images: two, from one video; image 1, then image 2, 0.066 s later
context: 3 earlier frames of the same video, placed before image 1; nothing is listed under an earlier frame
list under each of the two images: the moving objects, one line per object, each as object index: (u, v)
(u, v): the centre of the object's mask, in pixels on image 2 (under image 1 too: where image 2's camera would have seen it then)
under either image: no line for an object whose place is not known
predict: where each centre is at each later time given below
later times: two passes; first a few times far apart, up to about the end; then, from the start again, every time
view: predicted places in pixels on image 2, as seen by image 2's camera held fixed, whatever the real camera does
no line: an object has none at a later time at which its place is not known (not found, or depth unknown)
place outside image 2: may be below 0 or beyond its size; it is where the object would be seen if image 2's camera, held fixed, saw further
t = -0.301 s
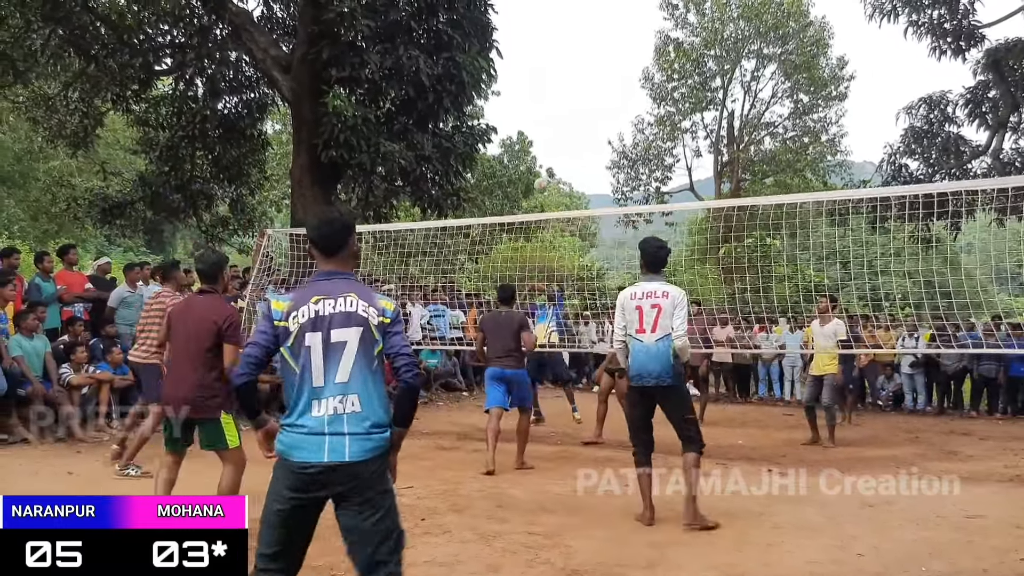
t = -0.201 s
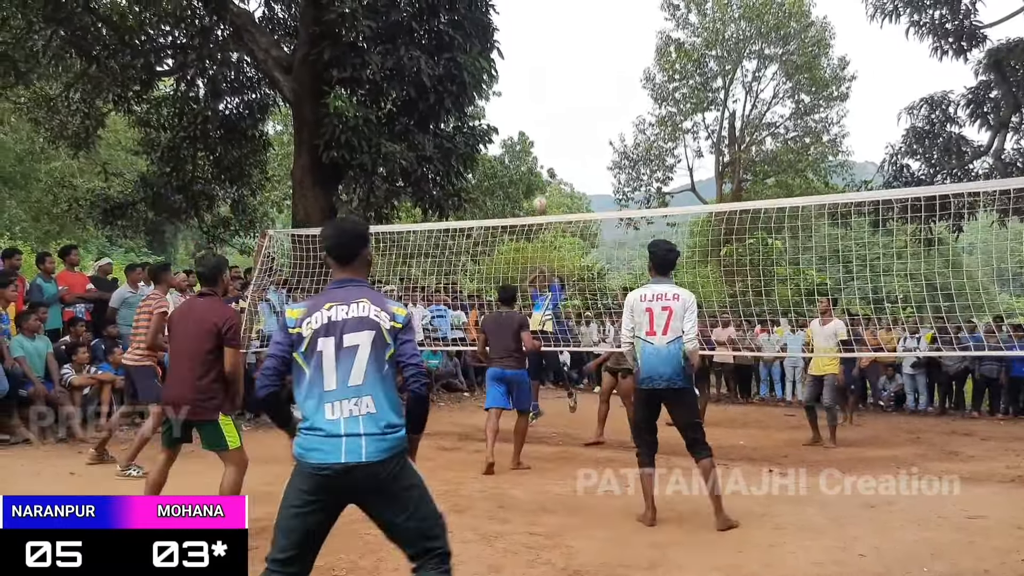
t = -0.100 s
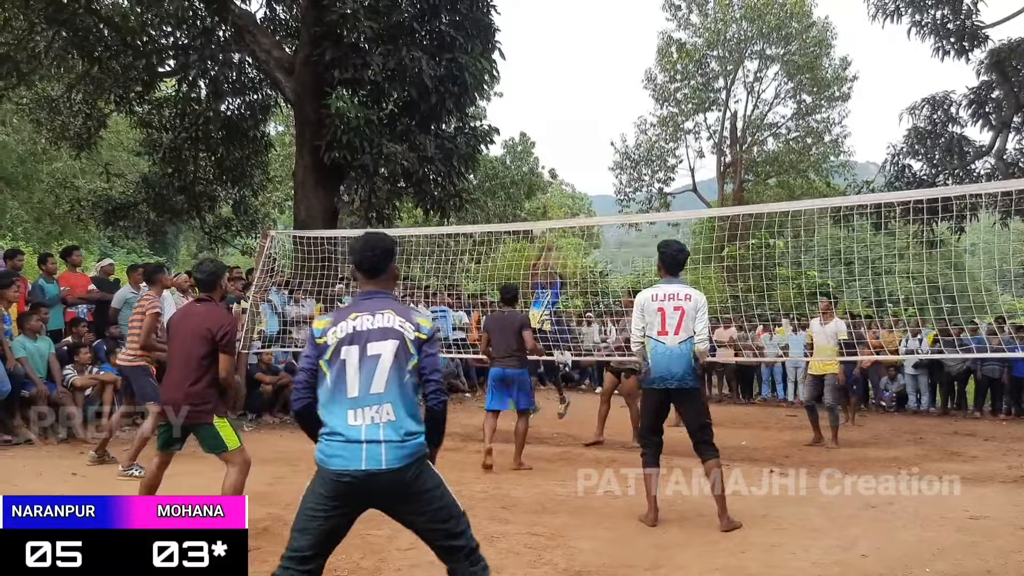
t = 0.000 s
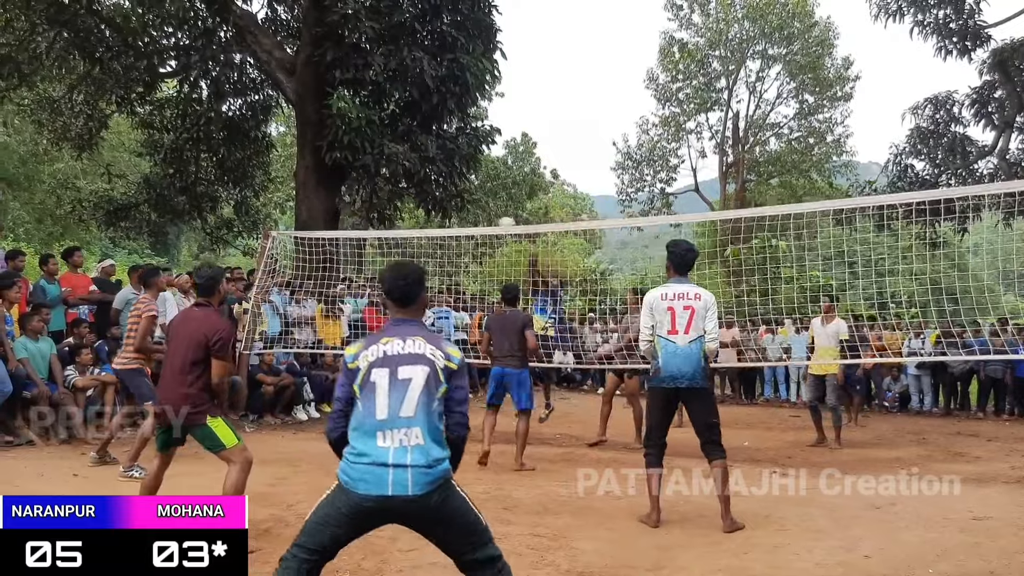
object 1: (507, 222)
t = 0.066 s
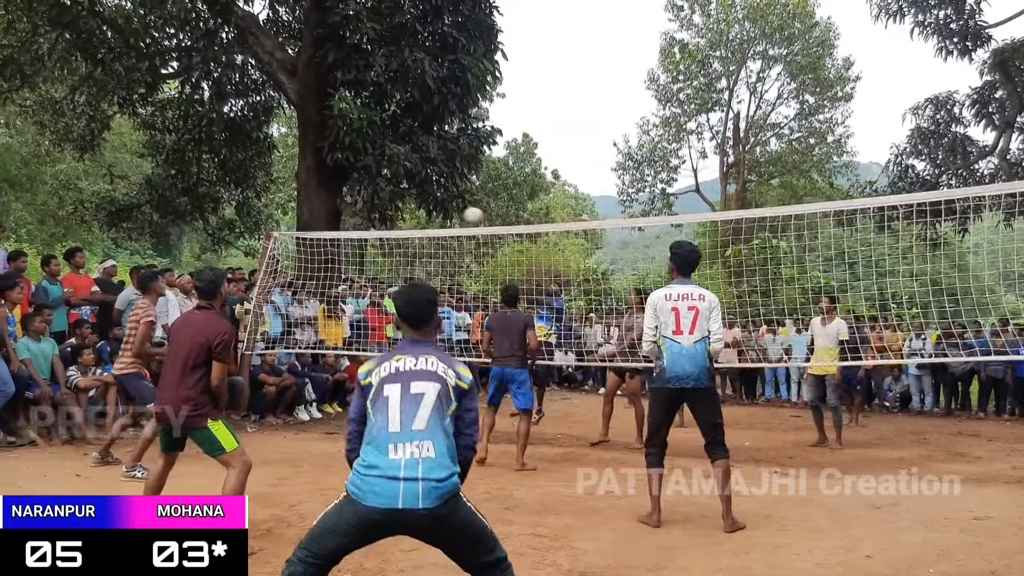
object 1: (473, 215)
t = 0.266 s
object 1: (339, 207)
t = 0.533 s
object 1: (19, 290)
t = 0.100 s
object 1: (455, 212)
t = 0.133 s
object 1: (434, 209)
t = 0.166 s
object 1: (413, 206)
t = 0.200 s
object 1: (390, 206)
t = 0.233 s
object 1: (366, 206)
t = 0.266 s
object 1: (339, 207)
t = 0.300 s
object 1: (310, 210)
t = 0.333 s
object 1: (279, 214)
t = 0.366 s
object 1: (245, 222)
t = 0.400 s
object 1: (209, 230)
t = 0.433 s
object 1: (169, 241)
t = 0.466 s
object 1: (125, 252)
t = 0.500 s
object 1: (74, 267)
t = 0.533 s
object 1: (19, 290)
